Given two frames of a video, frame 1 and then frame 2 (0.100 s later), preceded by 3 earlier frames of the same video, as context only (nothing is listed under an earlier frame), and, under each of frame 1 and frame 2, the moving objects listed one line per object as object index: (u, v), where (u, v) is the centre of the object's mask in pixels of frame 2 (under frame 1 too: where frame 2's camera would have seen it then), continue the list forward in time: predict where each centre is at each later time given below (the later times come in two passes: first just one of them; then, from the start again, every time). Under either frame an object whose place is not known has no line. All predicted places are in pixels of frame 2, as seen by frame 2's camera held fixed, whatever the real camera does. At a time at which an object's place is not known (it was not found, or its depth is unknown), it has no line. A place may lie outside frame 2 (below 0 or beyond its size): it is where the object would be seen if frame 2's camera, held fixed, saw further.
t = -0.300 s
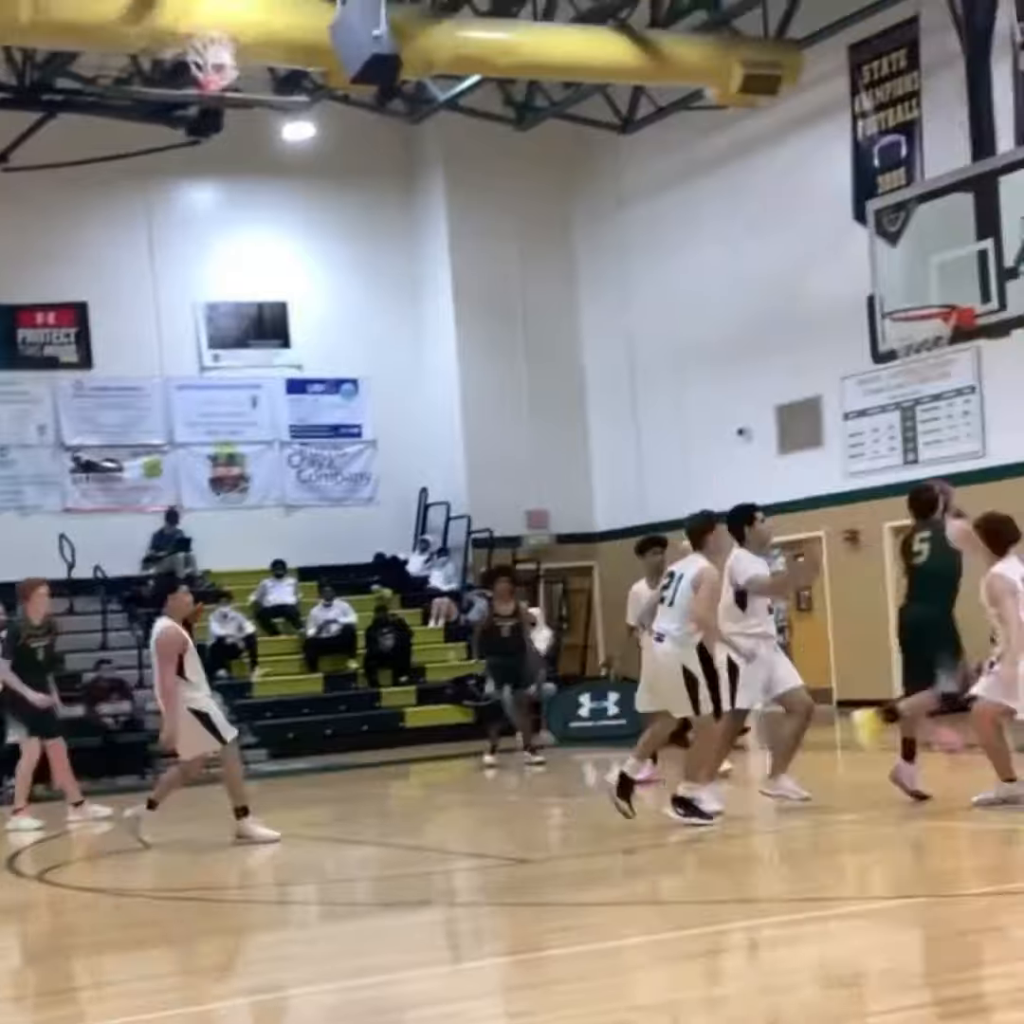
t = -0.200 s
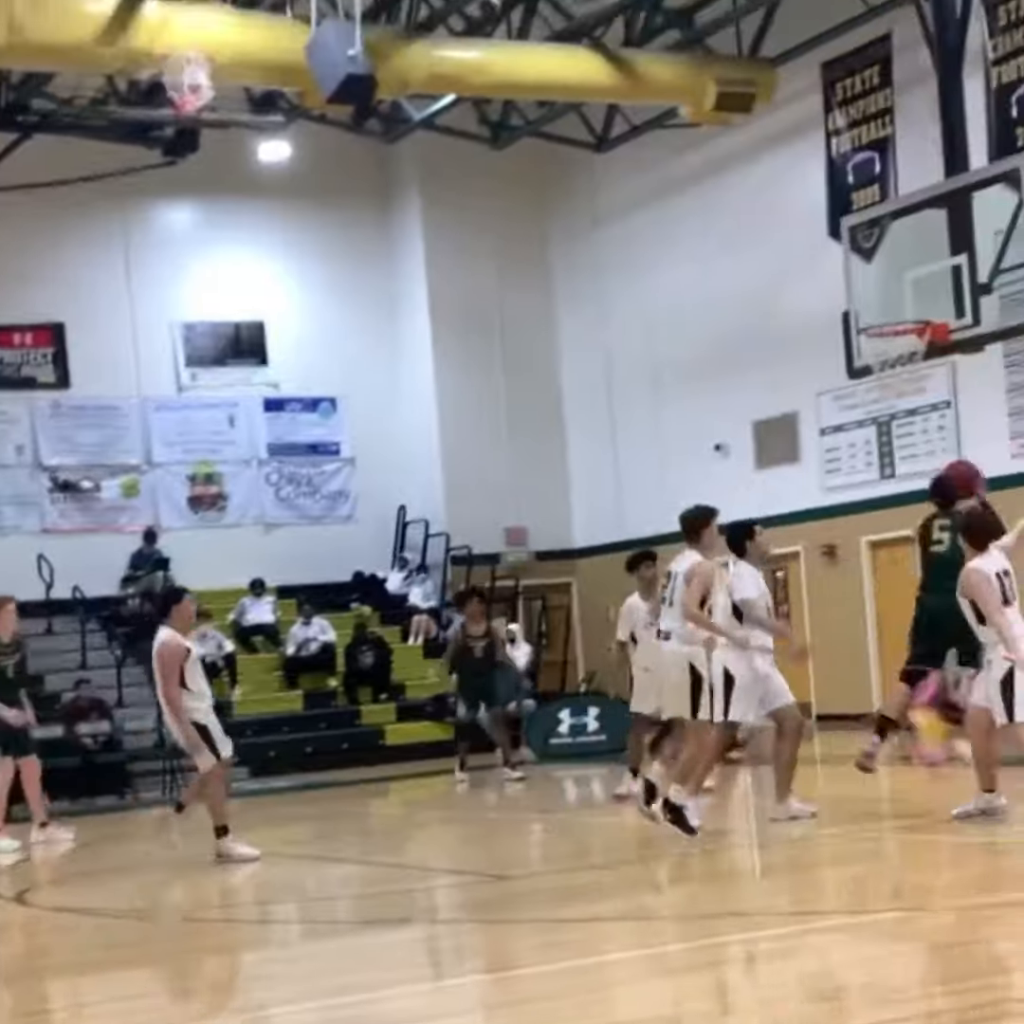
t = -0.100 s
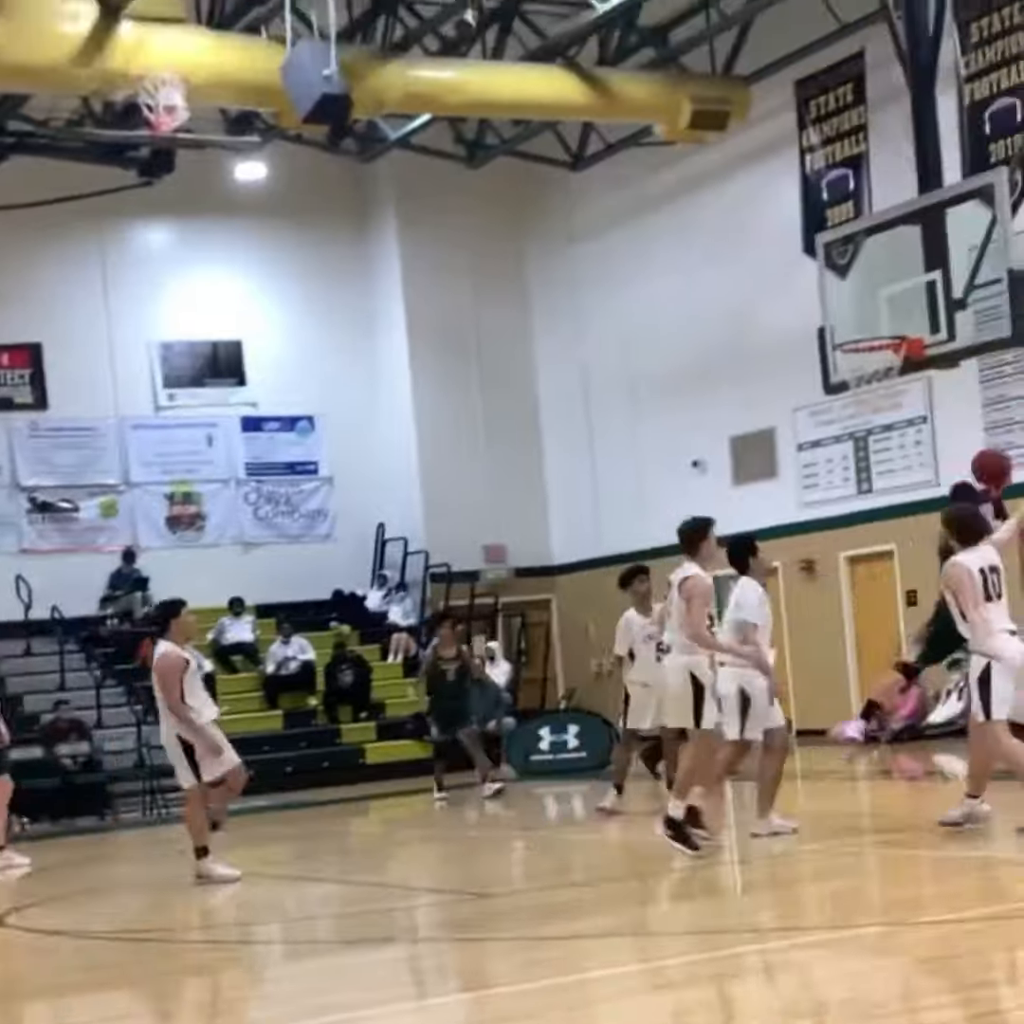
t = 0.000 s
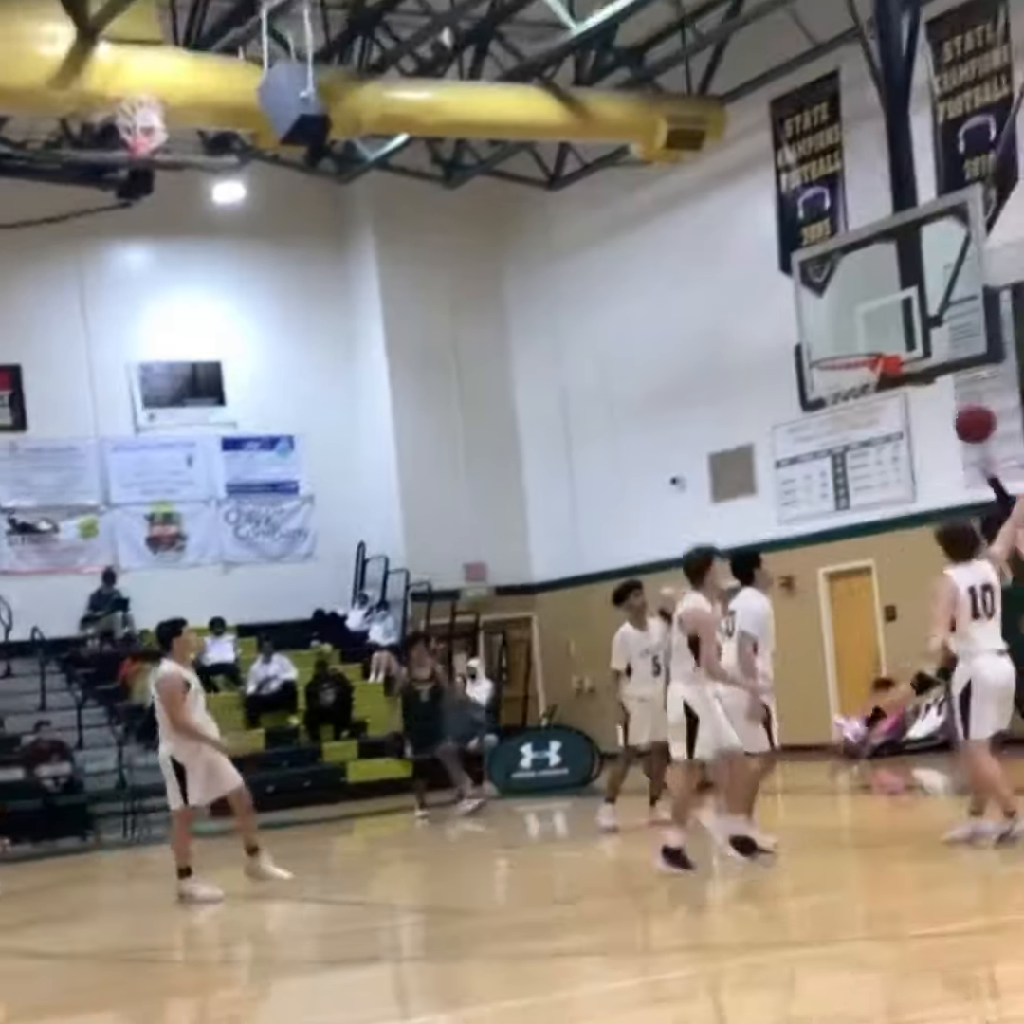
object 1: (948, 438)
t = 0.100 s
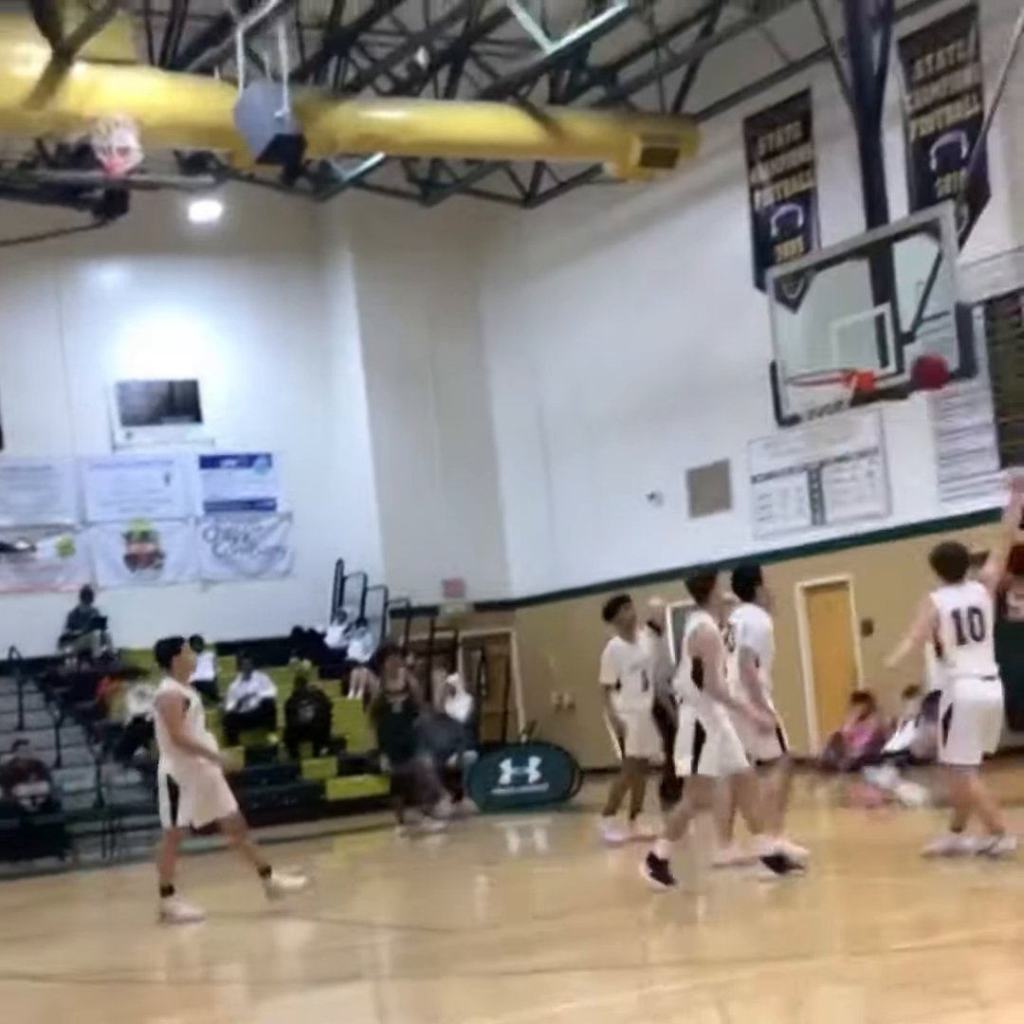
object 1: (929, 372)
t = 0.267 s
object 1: (901, 299)
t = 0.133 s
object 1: (919, 351)
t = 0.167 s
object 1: (917, 336)
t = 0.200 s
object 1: (910, 323)
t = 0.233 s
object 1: (907, 308)
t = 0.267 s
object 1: (901, 299)
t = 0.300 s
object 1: (897, 289)
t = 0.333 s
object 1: (890, 284)
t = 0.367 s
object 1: (886, 279)
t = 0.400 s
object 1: (883, 276)
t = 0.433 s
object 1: (880, 276)
